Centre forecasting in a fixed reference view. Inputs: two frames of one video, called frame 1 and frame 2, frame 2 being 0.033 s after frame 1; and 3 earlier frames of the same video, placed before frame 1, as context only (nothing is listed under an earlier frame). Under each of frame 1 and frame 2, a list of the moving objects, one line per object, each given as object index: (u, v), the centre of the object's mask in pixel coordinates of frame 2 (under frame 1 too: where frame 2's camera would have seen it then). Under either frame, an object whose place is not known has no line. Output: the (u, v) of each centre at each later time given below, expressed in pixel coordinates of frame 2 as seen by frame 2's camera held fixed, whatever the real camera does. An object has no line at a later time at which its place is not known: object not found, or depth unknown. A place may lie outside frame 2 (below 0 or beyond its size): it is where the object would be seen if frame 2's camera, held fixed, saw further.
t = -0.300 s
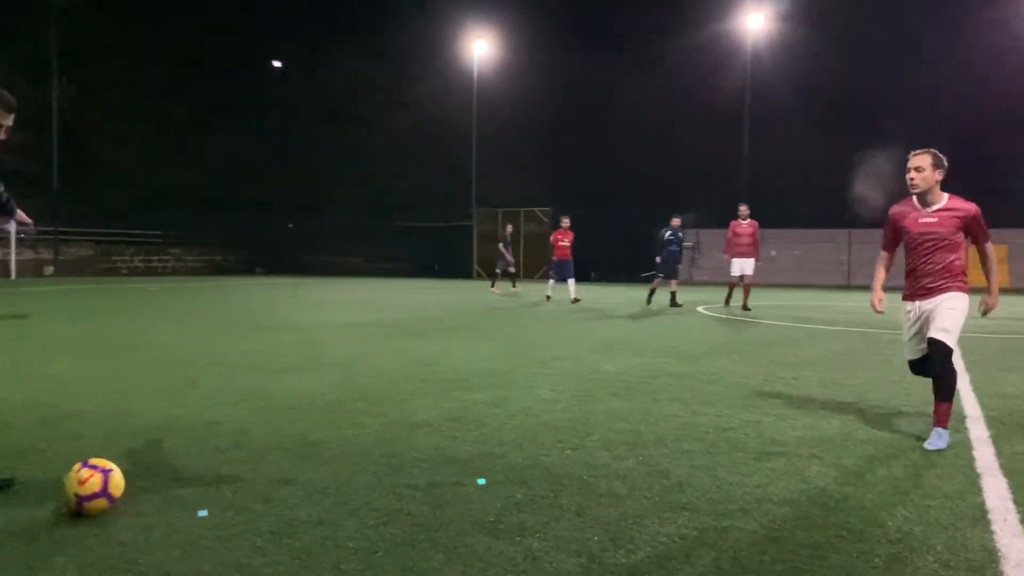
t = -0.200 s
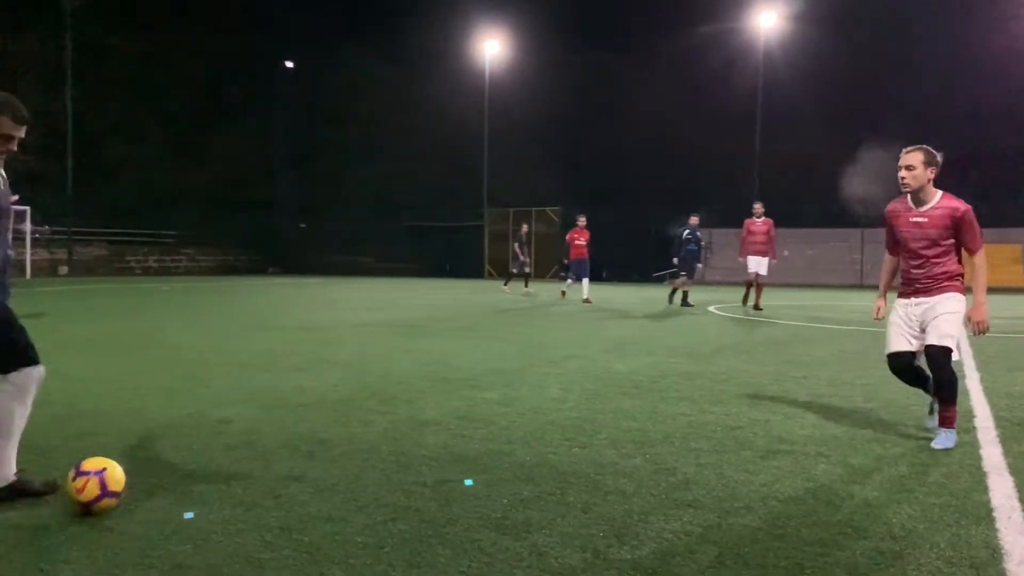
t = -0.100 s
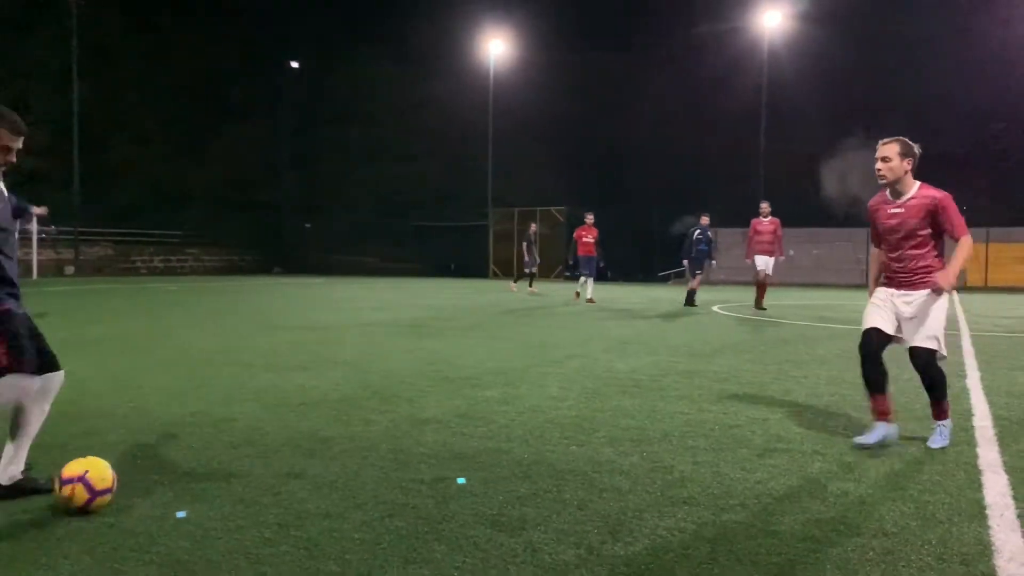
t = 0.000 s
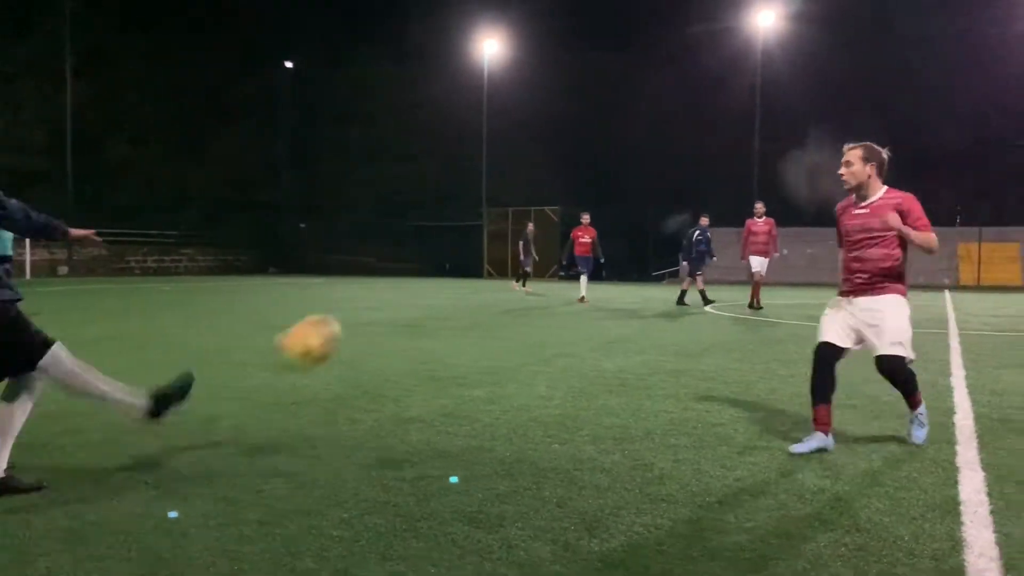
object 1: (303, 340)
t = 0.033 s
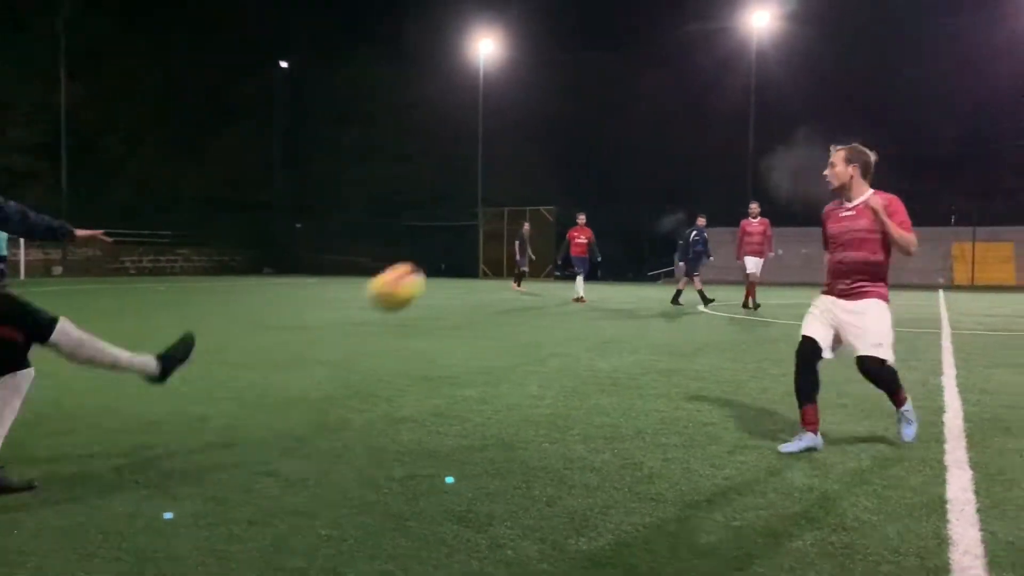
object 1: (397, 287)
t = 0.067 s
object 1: (472, 241)
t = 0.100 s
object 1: (540, 203)
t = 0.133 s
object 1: (602, 169)
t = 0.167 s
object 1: (655, 141)
